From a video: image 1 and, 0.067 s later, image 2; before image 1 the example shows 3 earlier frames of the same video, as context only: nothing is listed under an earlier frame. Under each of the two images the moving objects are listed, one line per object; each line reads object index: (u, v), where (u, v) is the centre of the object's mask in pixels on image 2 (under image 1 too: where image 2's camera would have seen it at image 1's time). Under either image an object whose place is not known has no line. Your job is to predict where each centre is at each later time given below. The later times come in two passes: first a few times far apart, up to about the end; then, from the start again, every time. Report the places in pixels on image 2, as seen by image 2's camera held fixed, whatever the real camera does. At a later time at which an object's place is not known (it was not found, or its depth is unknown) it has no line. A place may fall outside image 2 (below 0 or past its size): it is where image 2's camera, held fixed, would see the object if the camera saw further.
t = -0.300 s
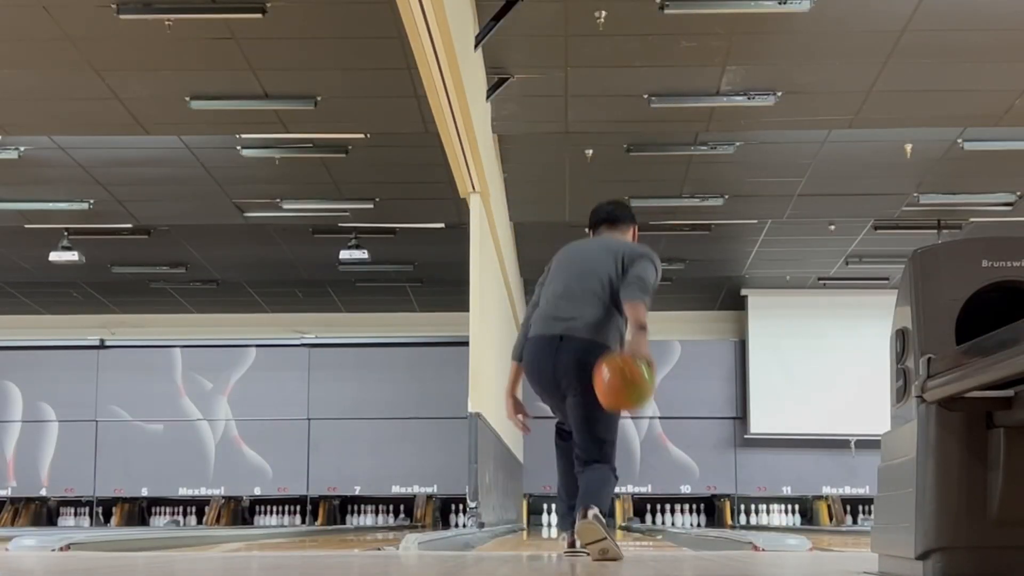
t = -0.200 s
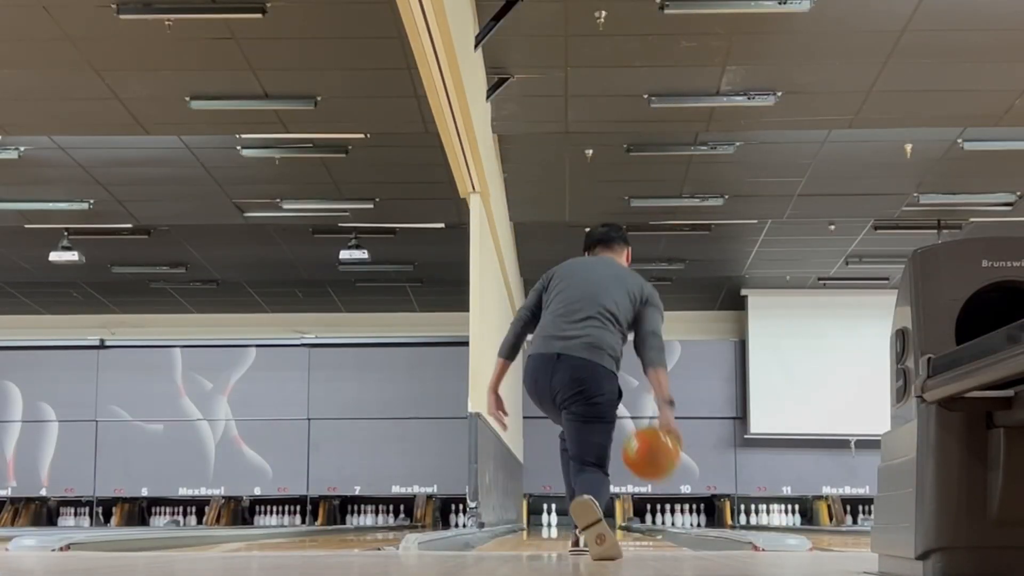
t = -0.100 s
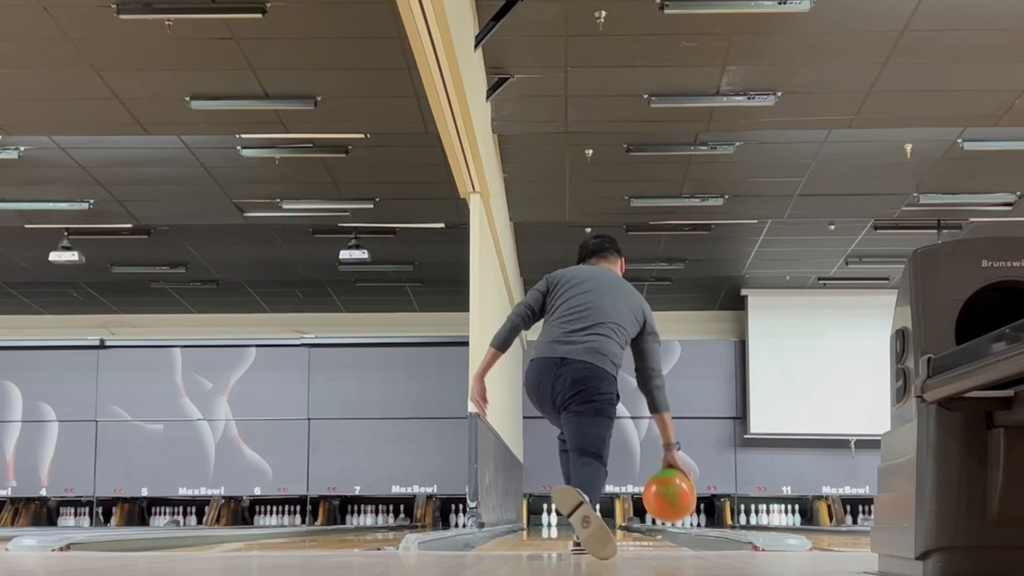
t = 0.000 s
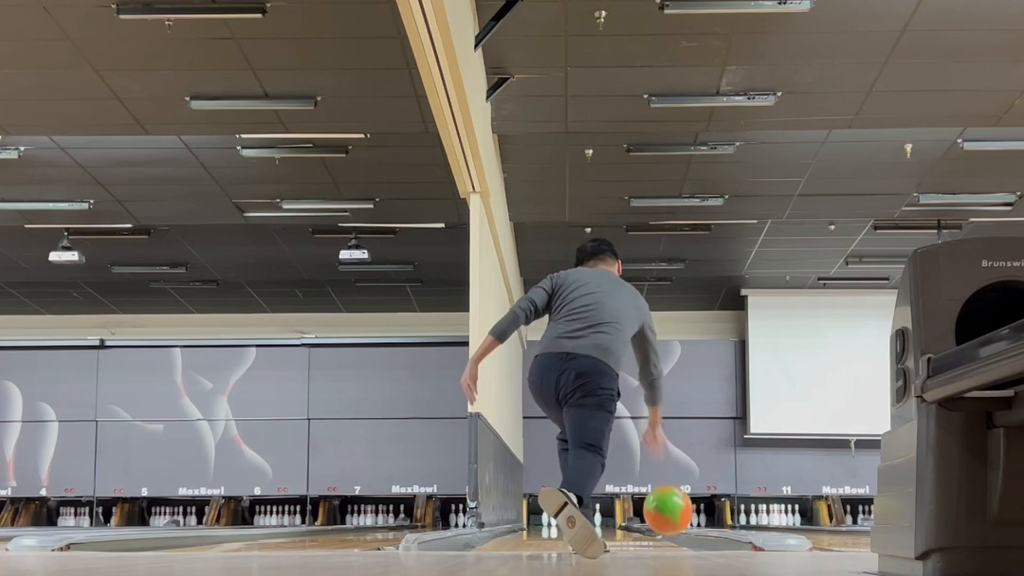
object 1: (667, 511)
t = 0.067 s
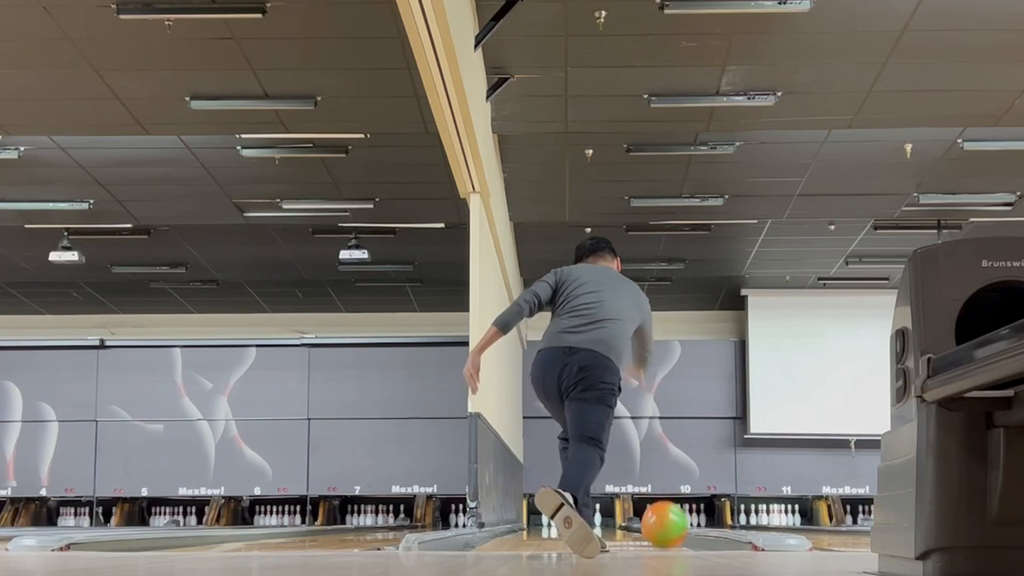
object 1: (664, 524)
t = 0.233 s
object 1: (656, 524)
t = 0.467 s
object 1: (647, 522)
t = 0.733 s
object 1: (637, 521)
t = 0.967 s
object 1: (630, 522)
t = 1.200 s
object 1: (622, 521)
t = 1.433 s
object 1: (615, 521)
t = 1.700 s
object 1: (609, 520)
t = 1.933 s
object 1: (600, 520)
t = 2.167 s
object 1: (592, 520)
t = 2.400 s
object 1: (585, 520)
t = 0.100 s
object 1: (662, 525)
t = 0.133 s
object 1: (660, 524)
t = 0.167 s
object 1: (659, 524)
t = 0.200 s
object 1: (657, 525)
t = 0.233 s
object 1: (656, 524)
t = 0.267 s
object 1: (655, 524)
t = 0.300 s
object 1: (653, 524)
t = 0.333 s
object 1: (652, 523)
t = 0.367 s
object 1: (650, 523)
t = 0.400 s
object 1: (649, 523)
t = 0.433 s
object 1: (648, 522)
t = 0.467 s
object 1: (647, 522)
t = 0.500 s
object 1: (646, 522)
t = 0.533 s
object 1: (645, 522)
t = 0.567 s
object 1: (643, 522)
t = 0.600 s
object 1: (642, 521)
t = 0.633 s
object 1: (641, 521)
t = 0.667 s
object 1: (640, 521)
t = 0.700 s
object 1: (638, 521)
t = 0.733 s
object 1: (637, 521)
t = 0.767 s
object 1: (637, 521)
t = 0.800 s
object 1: (635, 521)
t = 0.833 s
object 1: (635, 522)
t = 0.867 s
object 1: (633, 521)
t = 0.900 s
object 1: (632, 521)
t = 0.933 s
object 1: (631, 521)
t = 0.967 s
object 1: (630, 522)
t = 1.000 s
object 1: (629, 521)
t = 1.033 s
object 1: (628, 521)
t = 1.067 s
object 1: (627, 521)
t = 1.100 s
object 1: (626, 521)
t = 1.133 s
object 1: (624, 521)
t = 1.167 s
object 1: (623, 521)
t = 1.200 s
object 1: (622, 521)
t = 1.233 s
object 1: (621, 521)
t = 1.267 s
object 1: (620, 521)
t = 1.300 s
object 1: (619, 521)
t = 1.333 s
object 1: (618, 521)
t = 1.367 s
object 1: (617, 521)
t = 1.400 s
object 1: (616, 521)
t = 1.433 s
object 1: (615, 521)
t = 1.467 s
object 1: (614, 521)
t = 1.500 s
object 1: (613, 521)
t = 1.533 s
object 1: (612, 521)
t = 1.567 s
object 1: (611, 521)
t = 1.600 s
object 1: (610, 521)
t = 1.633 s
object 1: (610, 521)
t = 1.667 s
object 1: (609, 521)
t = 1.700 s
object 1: (609, 520)
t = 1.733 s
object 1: (608, 520)
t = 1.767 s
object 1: (607, 520)
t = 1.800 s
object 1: (606, 520)
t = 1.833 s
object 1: (605, 519)
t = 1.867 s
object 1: (604, 520)
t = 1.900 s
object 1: (602, 520)
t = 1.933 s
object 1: (600, 520)
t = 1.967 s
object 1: (598, 520)
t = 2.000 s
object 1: (597, 520)
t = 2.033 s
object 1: (596, 521)
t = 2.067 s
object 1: (595, 520)
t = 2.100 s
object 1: (594, 521)
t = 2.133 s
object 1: (593, 520)
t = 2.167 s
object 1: (592, 520)
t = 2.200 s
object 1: (590, 520)
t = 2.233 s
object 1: (590, 520)
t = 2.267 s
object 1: (589, 520)
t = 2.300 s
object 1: (588, 520)
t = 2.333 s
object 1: (587, 520)
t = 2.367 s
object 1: (586, 520)
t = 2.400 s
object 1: (585, 520)
